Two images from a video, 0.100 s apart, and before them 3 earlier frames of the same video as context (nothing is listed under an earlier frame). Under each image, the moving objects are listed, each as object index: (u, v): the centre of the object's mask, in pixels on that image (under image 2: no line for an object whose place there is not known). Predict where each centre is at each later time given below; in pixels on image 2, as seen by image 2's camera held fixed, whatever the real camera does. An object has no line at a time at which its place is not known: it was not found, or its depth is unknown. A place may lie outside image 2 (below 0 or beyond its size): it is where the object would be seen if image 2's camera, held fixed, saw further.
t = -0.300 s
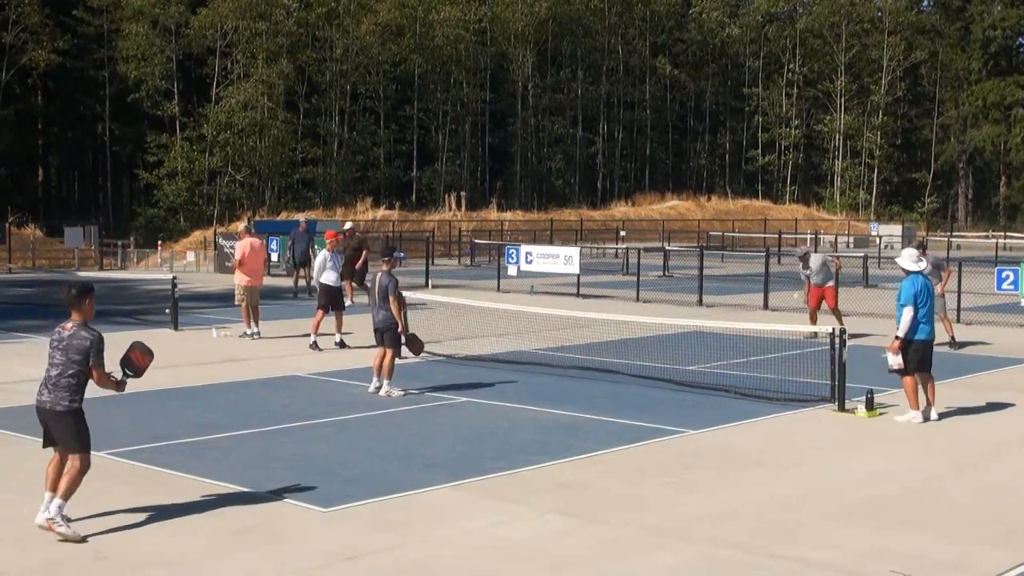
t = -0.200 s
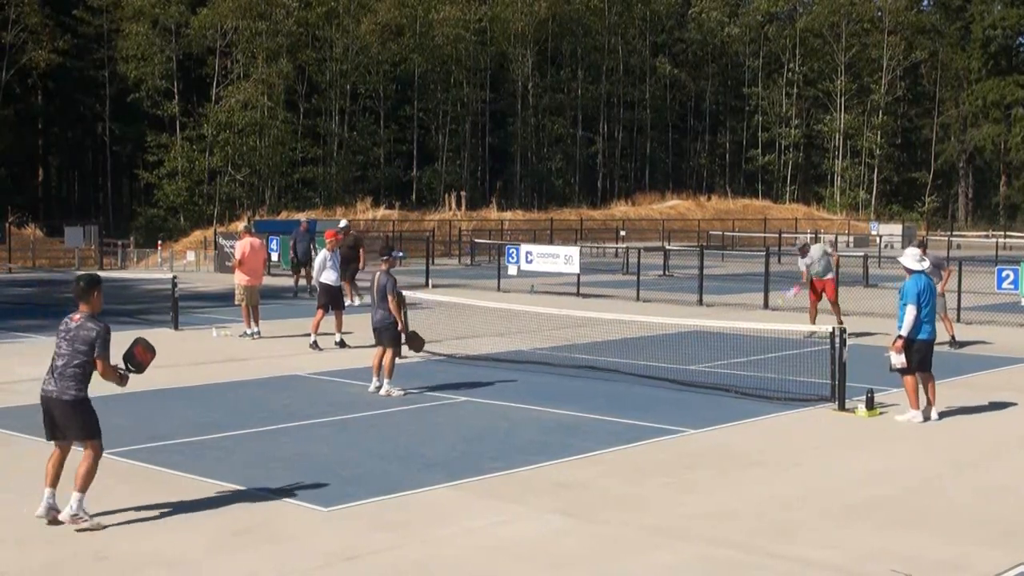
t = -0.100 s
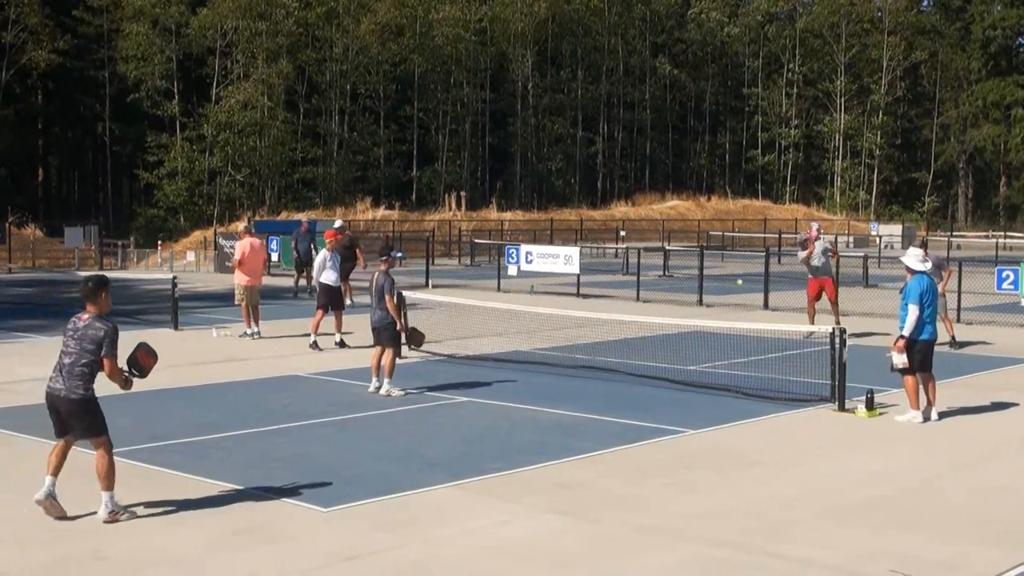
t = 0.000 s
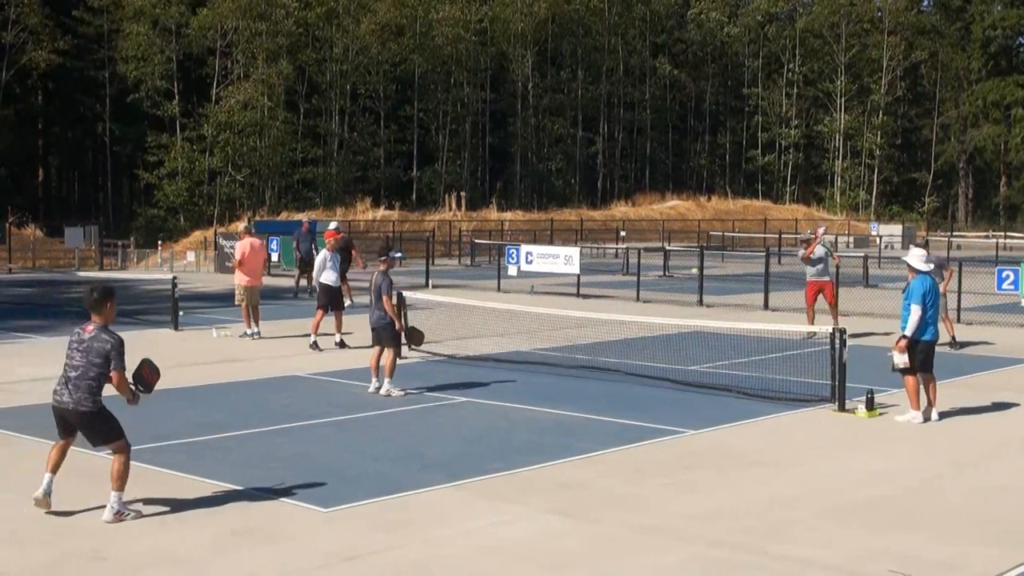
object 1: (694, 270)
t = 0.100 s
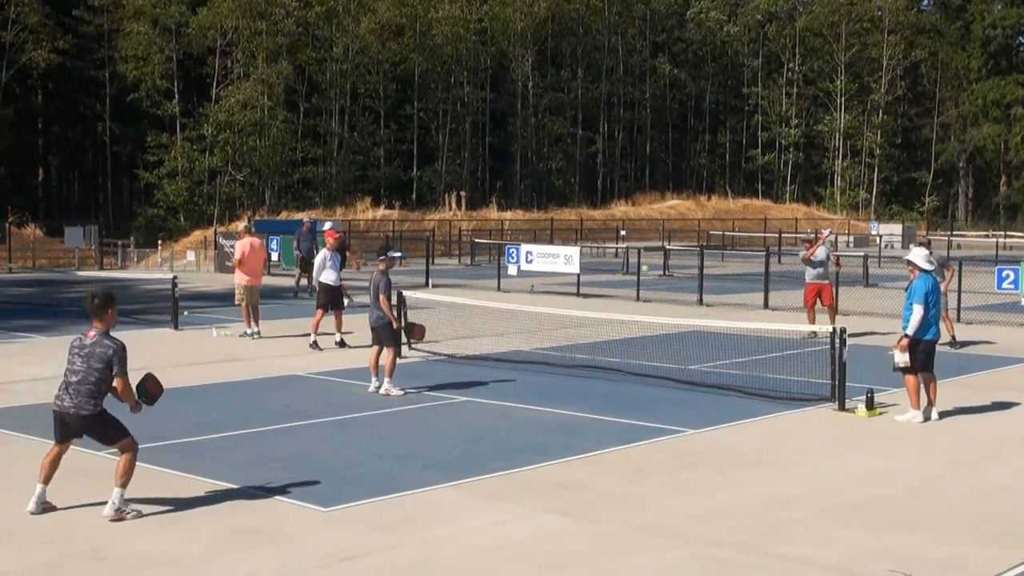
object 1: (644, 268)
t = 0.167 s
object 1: (609, 273)
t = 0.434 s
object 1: (449, 342)
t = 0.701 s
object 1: (277, 413)
